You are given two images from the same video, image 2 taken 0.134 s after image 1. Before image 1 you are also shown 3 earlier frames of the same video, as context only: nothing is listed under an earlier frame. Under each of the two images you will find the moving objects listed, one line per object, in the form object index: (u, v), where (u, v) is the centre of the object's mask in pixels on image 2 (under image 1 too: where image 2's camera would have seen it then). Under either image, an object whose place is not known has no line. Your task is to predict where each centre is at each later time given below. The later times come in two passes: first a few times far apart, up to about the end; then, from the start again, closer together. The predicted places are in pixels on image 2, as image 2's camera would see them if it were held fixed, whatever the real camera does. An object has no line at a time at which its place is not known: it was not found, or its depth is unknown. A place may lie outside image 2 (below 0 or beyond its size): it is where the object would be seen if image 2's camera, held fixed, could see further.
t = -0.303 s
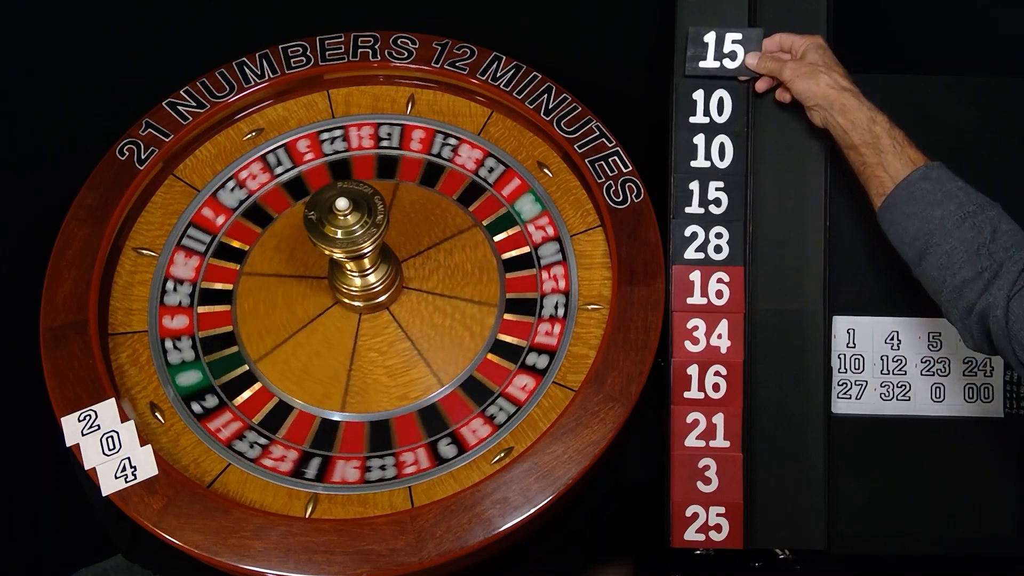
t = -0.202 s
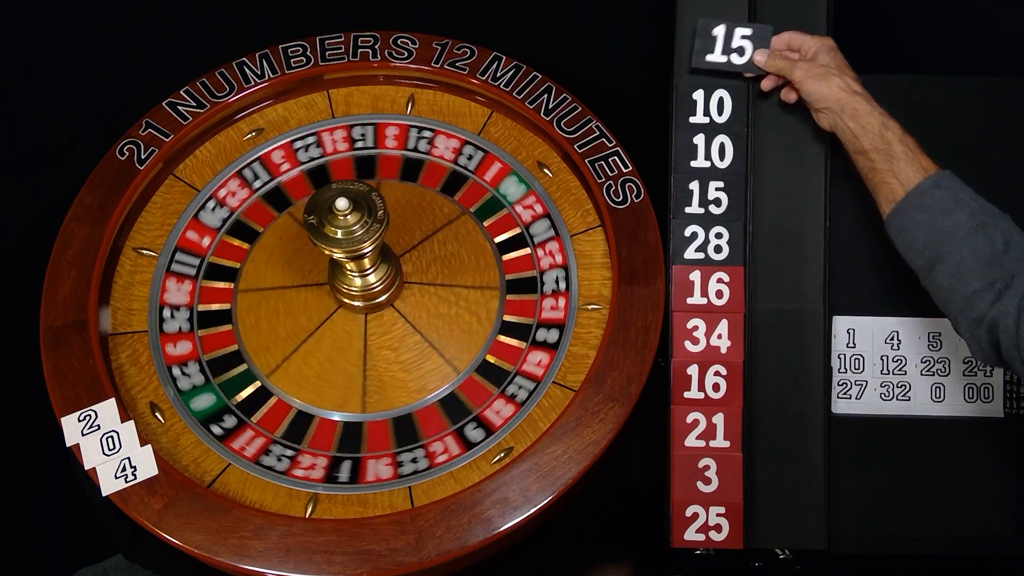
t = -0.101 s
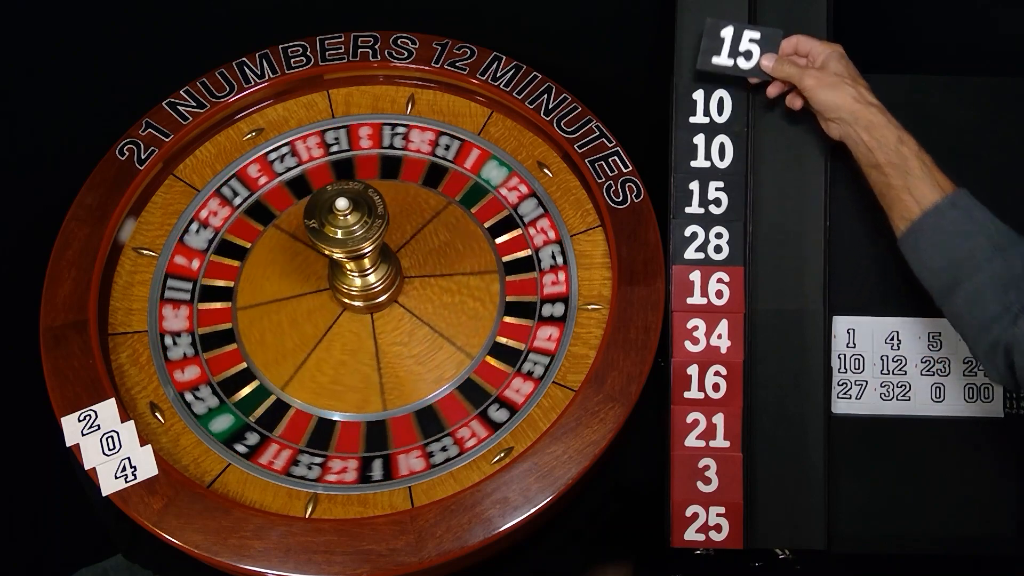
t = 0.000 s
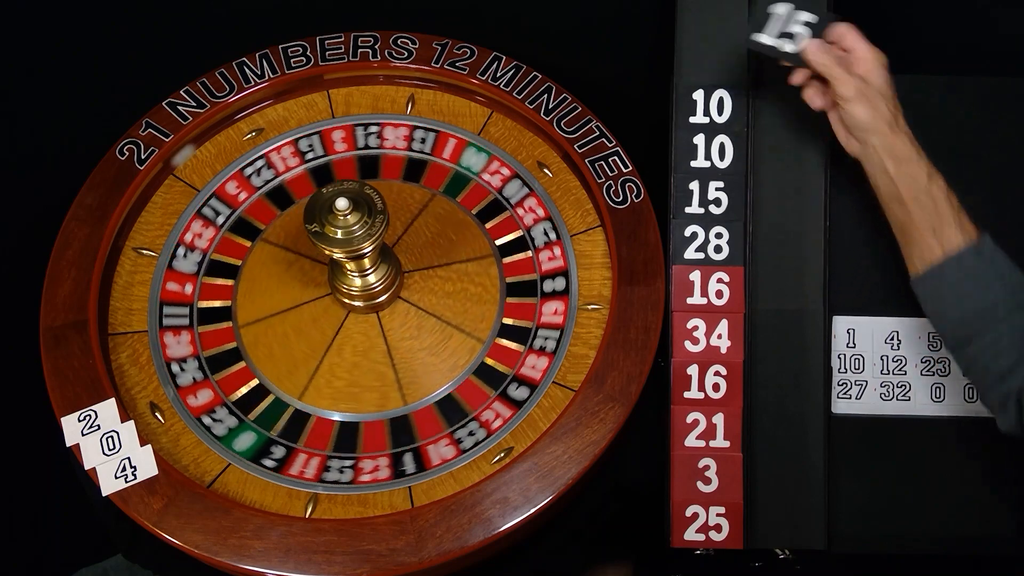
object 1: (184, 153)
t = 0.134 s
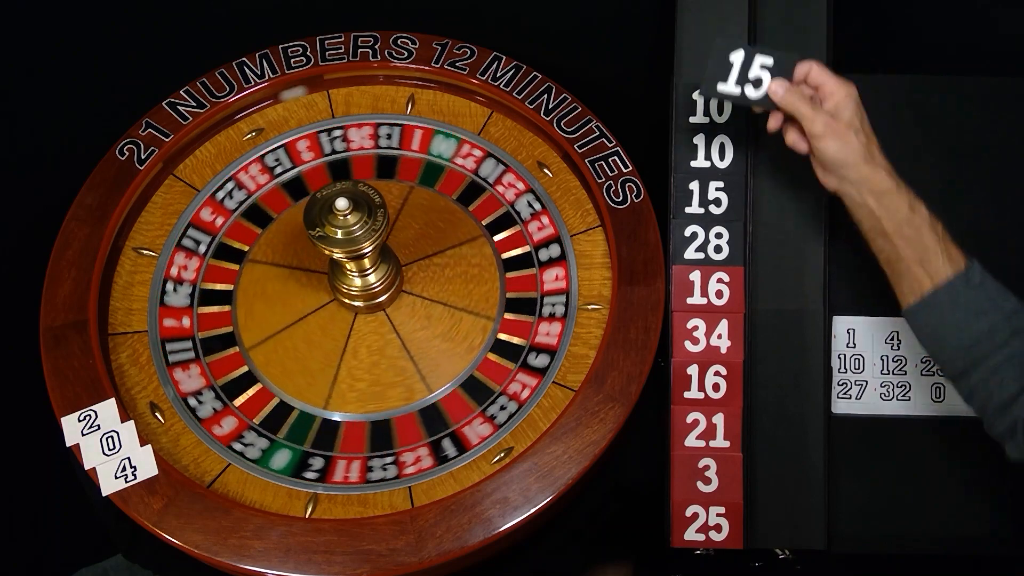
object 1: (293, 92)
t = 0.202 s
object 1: (355, 81)
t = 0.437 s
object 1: (548, 142)
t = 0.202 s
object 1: (355, 81)
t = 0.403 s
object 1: (526, 124)
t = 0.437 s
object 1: (548, 142)
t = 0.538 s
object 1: (597, 211)
